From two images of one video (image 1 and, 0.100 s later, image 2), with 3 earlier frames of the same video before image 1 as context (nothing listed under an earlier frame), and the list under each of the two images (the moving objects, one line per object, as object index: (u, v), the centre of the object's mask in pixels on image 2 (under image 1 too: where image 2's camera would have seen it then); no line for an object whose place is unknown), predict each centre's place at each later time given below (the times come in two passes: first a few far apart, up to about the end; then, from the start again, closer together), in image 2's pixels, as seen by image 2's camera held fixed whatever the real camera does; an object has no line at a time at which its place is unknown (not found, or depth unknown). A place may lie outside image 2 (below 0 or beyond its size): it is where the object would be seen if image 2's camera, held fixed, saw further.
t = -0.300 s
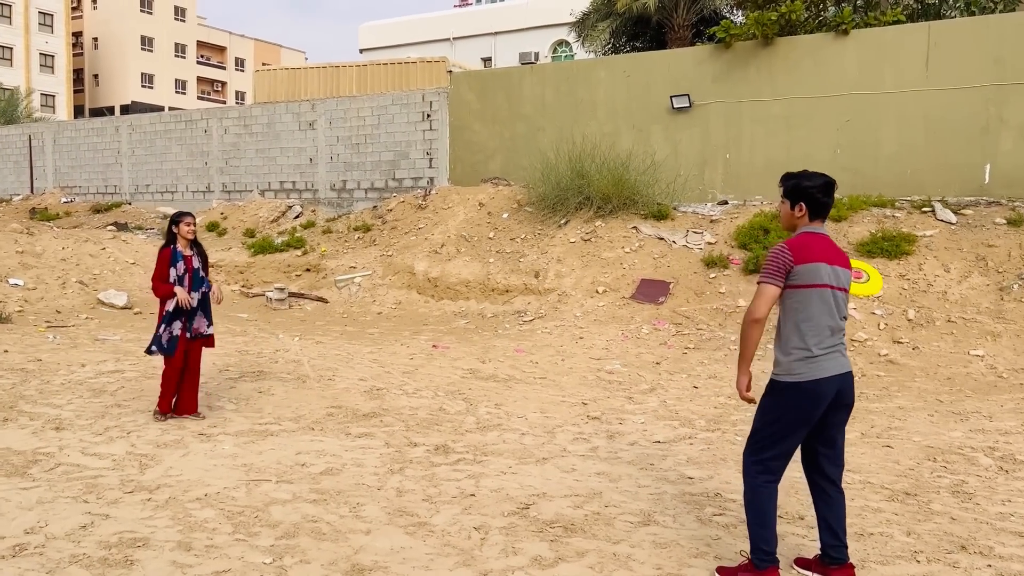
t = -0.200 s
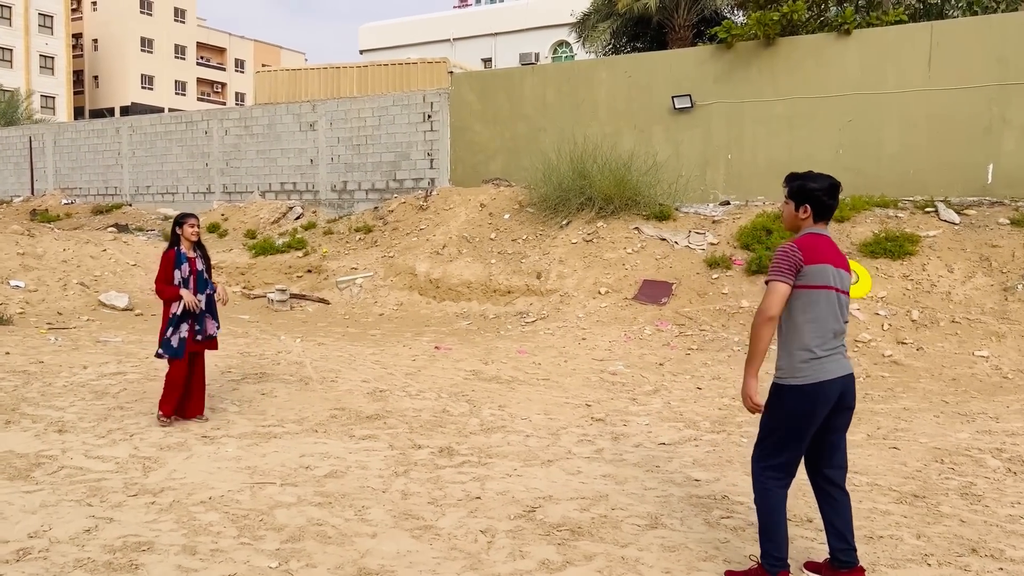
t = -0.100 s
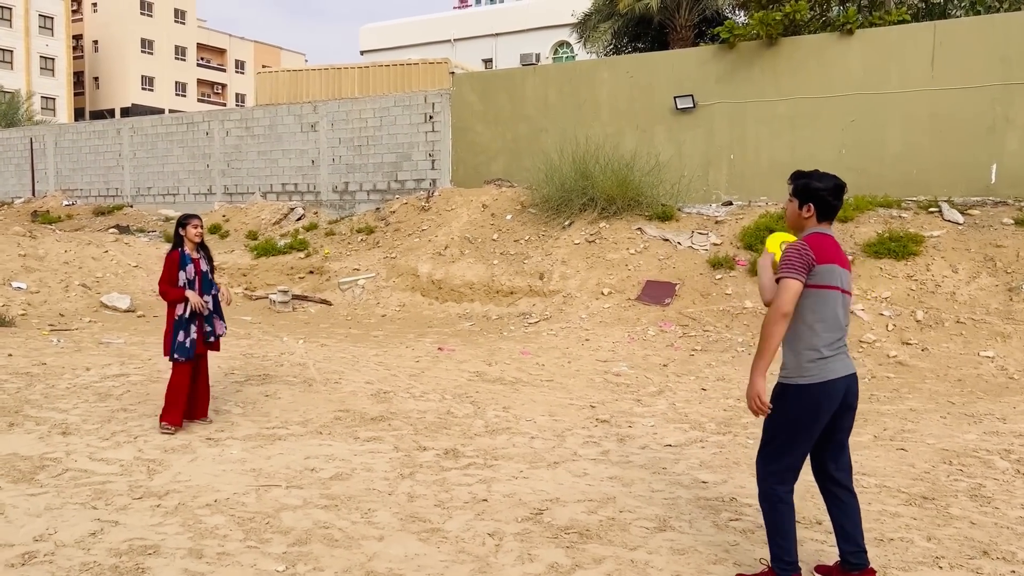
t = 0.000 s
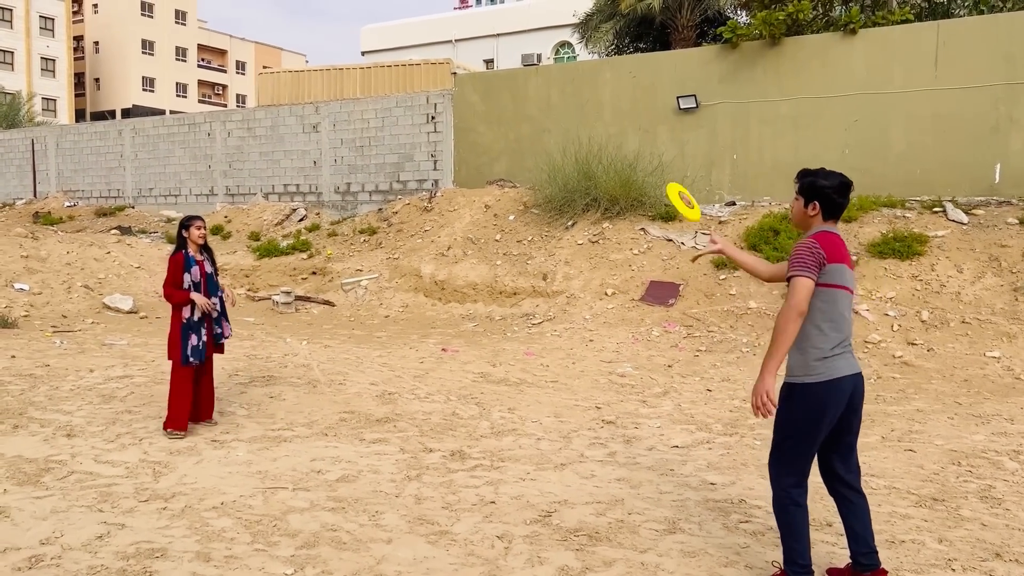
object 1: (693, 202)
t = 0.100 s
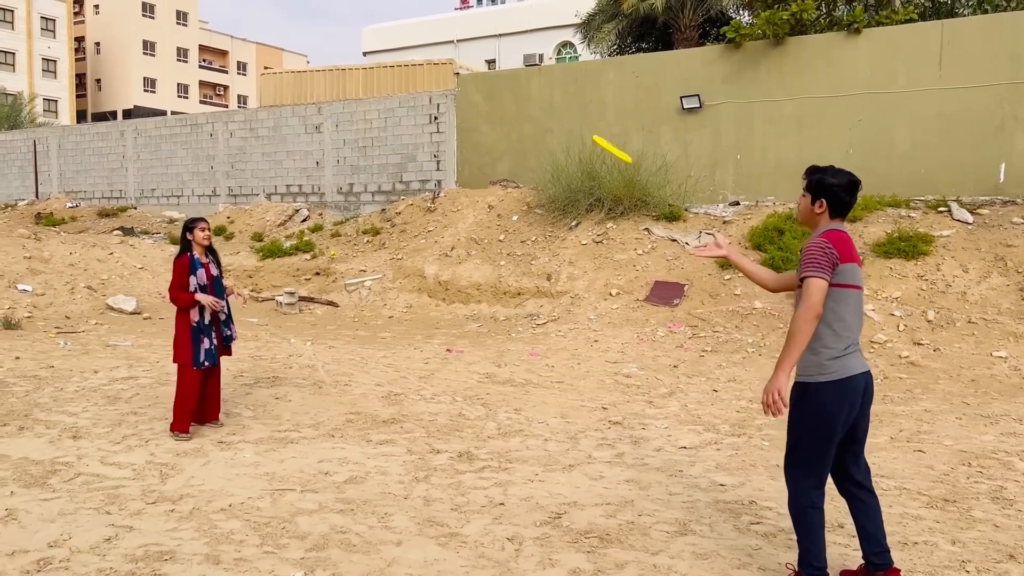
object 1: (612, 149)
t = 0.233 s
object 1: (529, 96)
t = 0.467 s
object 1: (417, 48)
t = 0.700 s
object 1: (336, 52)
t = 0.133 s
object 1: (590, 134)
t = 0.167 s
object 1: (570, 120)
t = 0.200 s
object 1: (549, 108)
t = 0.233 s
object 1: (529, 96)
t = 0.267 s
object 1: (509, 87)
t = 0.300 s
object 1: (491, 78)
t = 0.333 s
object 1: (473, 70)
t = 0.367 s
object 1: (458, 63)
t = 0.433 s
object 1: (431, 52)
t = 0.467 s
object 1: (417, 48)
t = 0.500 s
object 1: (404, 45)
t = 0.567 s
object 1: (379, 43)
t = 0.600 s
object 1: (367, 43)
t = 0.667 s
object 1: (347, 47)
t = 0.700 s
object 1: (336, 52)
